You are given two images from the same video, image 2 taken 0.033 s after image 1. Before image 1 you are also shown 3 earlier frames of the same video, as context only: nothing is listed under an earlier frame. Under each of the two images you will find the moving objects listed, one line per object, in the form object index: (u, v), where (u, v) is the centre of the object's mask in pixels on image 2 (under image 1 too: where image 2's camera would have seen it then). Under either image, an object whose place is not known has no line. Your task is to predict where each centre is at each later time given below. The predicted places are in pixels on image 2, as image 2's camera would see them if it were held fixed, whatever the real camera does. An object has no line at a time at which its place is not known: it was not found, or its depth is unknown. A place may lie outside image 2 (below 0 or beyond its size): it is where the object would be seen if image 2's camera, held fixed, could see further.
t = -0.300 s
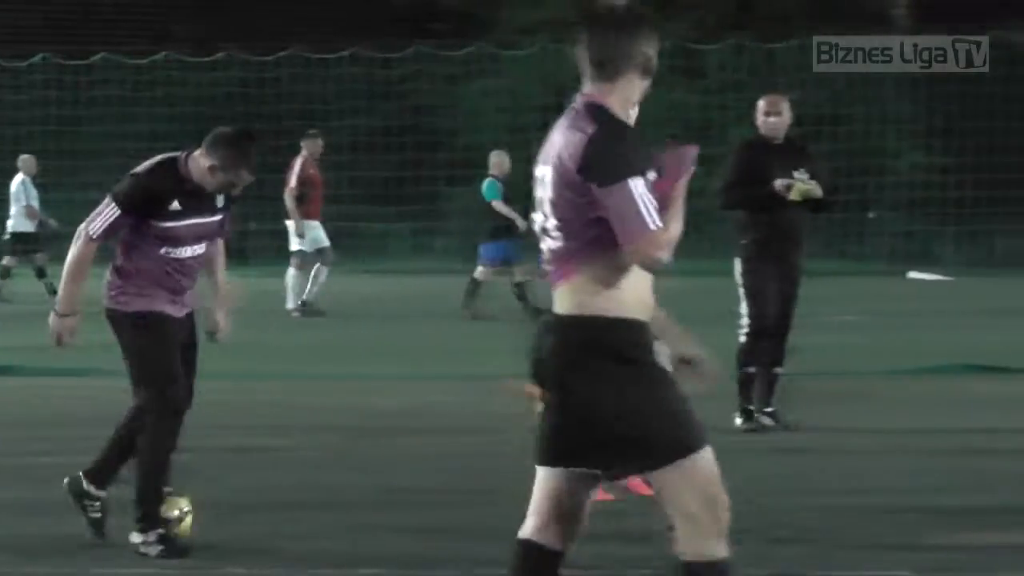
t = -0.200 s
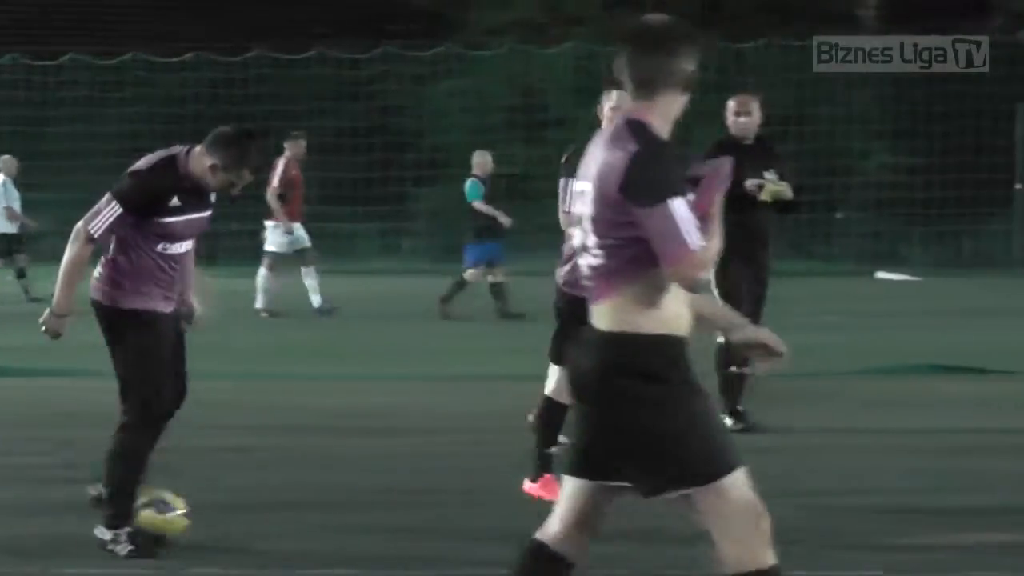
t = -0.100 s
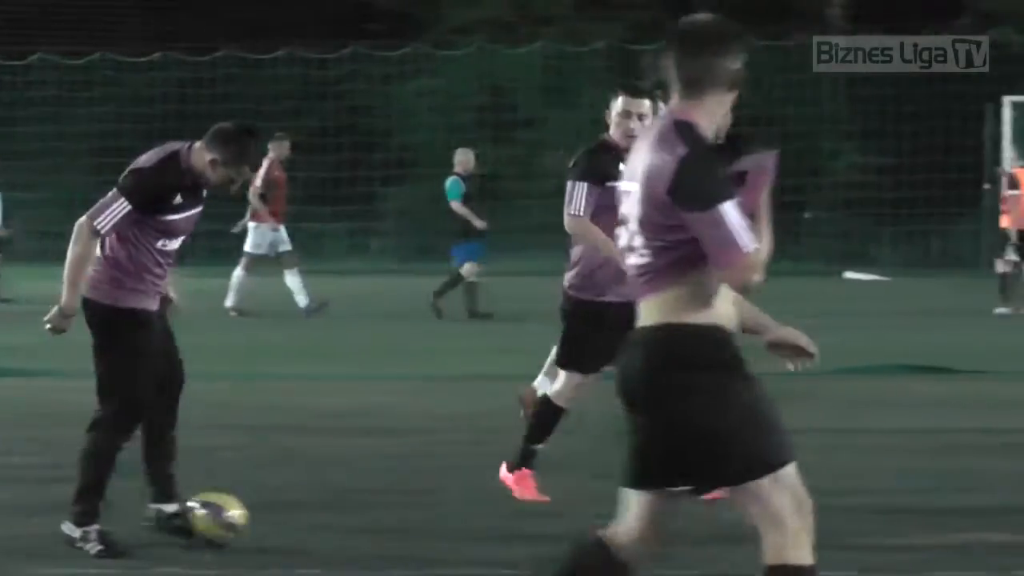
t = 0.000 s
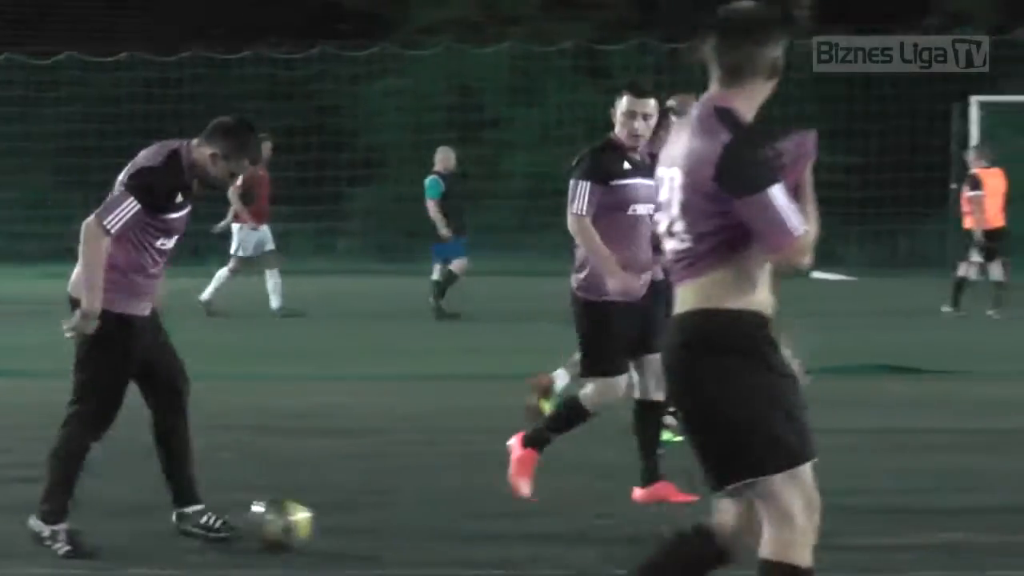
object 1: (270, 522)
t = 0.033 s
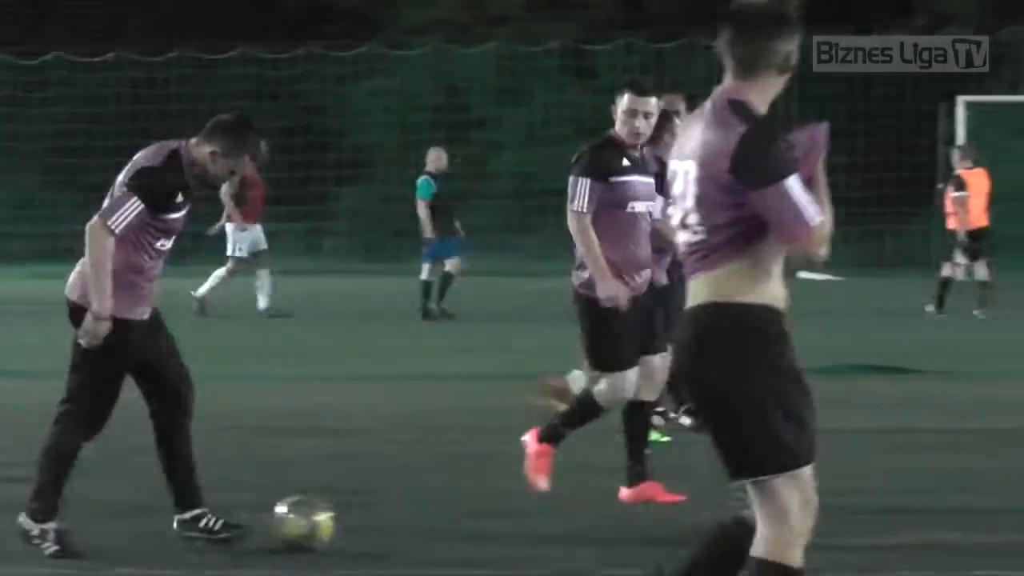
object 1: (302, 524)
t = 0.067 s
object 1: (317, 524)
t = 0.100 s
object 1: (350, 525)
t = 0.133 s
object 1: (377, 525)
